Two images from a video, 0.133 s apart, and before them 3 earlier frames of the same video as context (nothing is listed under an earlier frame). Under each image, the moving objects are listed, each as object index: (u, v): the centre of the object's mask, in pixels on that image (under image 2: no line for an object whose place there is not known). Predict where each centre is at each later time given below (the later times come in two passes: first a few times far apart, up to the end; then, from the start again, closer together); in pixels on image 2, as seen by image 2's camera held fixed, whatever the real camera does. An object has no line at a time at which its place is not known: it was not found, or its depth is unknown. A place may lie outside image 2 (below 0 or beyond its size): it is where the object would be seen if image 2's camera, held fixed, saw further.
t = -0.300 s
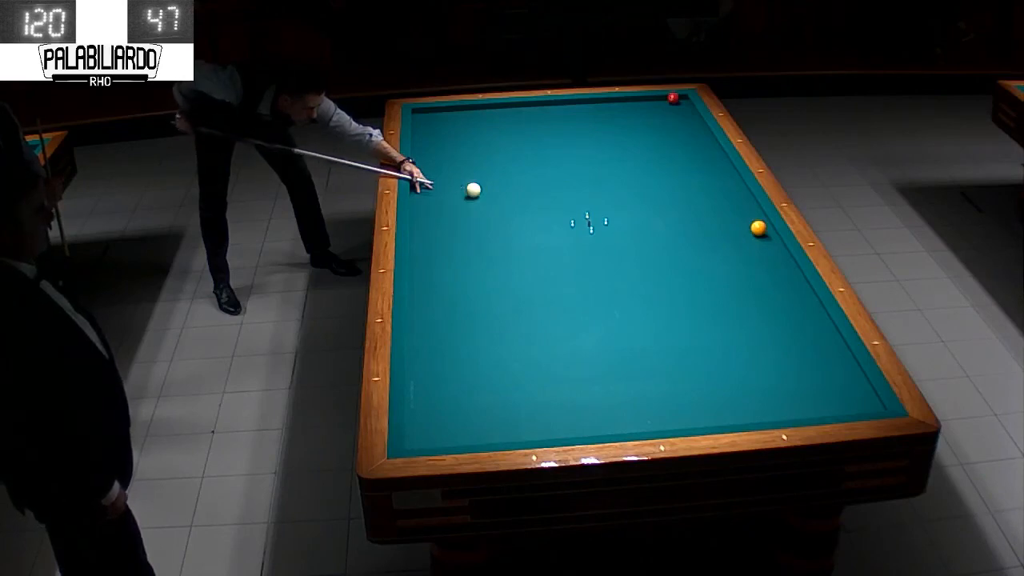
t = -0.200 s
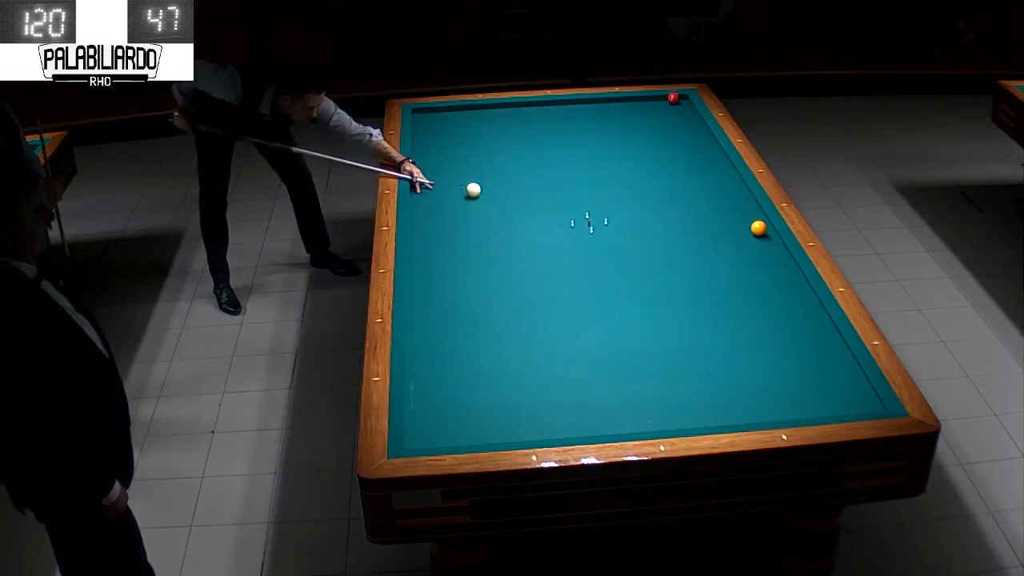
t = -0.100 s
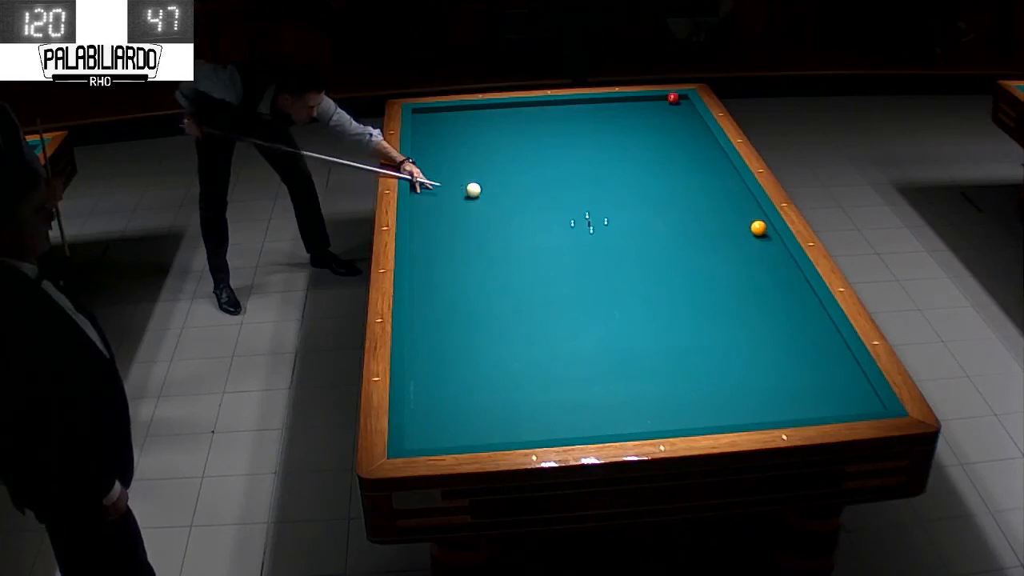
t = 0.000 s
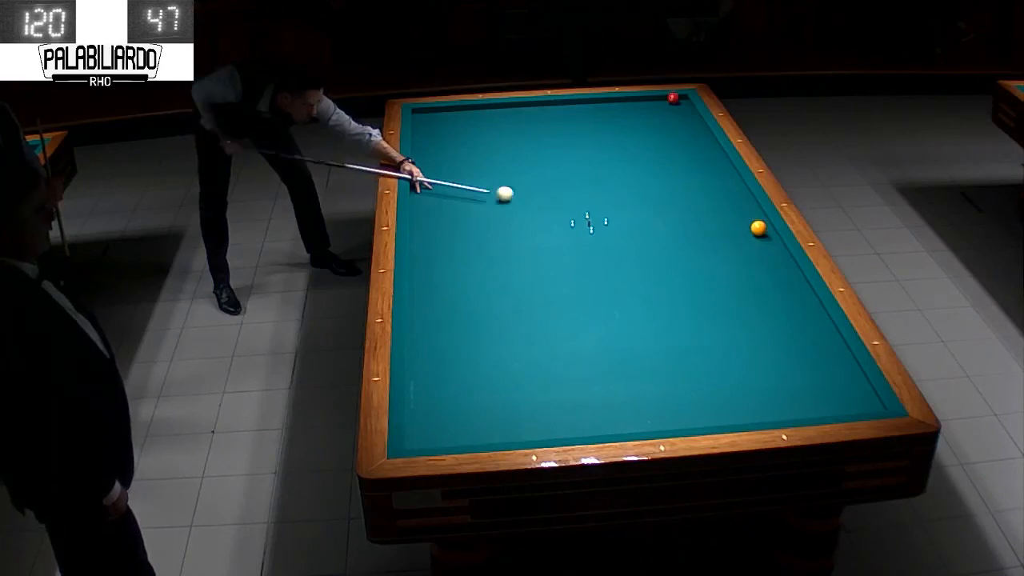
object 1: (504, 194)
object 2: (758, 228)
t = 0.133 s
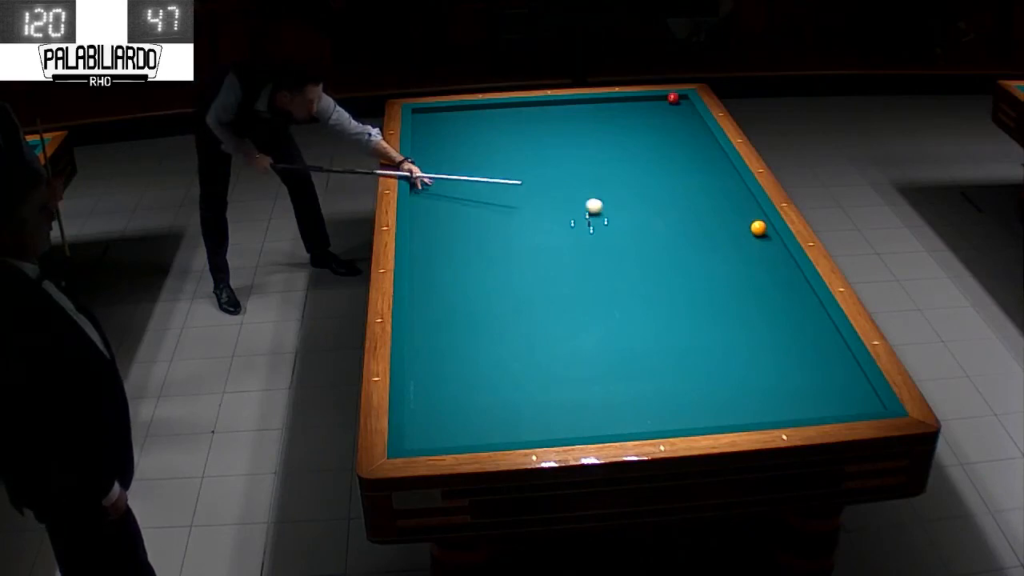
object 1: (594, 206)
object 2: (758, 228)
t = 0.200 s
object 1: (637, 212)
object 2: (758, 228)
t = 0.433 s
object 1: (748, 236)
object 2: (755, 226)
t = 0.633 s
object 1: (779, 262)
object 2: (688, 229)
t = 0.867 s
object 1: (797, 299)
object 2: (615, 230)
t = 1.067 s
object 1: (803, 337)
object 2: (553, 232)
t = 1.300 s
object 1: (811, 386)
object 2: (480, 234)
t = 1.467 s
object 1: (802, 406)
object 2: (430, 236)
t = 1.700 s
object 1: (745, 377)
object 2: (453, 233)
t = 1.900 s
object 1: (701, 357)
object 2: (488, 230)
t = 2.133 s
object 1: (654, 335)
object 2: (528, 226)
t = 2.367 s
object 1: (610, 315)
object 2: (566, 223)
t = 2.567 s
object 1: (574, 299)
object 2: (598, 220)
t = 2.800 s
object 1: (536, 281)
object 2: (635, 218)
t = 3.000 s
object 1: (505, 267)
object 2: (665, 215)
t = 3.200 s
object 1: (476, 254)
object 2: (695, 213)
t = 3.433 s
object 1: (444, 240)
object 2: (729, 211)
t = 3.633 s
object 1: (420, 228)
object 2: (756, 210)
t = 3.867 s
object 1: (430, 215)
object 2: (736, 210)
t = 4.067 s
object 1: (443, 204)
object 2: (720, 211)
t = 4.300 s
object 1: (457, 192)
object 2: (701, 212)
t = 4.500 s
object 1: (468, 182)
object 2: (686, 212)
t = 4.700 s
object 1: (479, 173)
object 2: (672, 213)
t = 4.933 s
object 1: (491, 164)
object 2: (655, 214)
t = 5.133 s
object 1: (501, 156)
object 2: (641, 215)
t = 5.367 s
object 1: (512, 147)
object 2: (626, 216)
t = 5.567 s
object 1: (521, 139)
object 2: (613, 216)
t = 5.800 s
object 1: (531, 132)
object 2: (598, 217)
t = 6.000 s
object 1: (538, 125)
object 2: (586, 218)
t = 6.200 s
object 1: (546, 119)
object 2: (575, 218)
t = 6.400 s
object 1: (553, 113)
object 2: (564, 219)
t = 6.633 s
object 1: (561, 107)
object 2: (551, 220)
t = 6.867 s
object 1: (569, 101)
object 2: (540, 221)
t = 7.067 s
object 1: (577, 104)
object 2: (530, 221)
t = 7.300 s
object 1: (586, 107)
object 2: (520, 222)
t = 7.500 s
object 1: (594, 109)
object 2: (511, 222)
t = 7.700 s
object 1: (602, 112)
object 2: (503, 223)
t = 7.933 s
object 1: (610, 115)
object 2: (494, 223)
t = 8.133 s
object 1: (617, 117)
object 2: (487, 224)
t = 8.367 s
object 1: (625, 120)
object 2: (479, 224)
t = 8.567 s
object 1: (632, 122)
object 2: (473, 225)
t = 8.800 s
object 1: (640, 124)
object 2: (466, 225)
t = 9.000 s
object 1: (646, 126)
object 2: (461, 226)
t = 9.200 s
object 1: (652, 129)
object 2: (456, 226)
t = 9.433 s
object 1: (659, 131)
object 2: (451, 226)
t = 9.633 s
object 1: (665, 133)
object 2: (447, 227)
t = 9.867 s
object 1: (671, 135)
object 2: (443, 227)
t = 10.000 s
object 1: (674, 136)
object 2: (442, 227)
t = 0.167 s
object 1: (615, 209)
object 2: (758, 228)
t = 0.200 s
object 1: (637, 212)
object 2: (758, 228)
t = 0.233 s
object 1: (658, 215)
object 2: (758, 228)
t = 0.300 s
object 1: (698, 222)
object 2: (758, 228)
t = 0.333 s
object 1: (718, 225)
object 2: (758, 228)
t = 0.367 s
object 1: (737, 228)
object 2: (758, 228)
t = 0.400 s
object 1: (745, 232)
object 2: (767, 227)
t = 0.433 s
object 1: (748, 236)
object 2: (755, 226)
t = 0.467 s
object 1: (752, 240)
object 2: (742, 227)
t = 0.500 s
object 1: (756, 245)
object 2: (731, 228)
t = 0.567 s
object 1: (766, 253)
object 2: (709, 228)
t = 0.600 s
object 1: (772, 258)
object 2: (699, 228)
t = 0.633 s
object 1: (779, 262)
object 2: (688, 229)
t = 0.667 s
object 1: (786, 267)
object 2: (678, 229)
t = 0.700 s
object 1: (793, 271)
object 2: (667, 229)
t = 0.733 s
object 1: (794, 277)
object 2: (657, 229)
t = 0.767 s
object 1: (795, 282)
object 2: (647, 230)
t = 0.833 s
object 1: (796, 294)
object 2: (626, 230)
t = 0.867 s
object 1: (797, 299)
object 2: (615, 230)
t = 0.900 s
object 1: (798, 305)
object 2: (605, 231)
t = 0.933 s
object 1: (799, 312)
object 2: (595, 231)
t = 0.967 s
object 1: (800, 318)
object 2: (584, 231)
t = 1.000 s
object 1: (801, 324)
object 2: (574, 232)
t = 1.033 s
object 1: (802, 330)
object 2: (563, 232)
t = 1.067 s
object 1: (803, 337)
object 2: (553, 232)
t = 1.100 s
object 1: (804, 344)
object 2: (542, 232)
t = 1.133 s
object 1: (805, 350)
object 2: (532, 233)
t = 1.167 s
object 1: (806, 357)
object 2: (522, 233)
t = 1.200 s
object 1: (807, 364)
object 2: (511, 233)
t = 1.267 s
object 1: (809, 379)
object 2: (490, 234)
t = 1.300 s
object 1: (811, 386)
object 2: (480, 234)
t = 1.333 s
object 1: (812, 394)
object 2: (470, 234)
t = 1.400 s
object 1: (814, 407)
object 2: (450, 235)
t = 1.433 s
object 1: (811, 410)
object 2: (439, 235)
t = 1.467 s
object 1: (802, 406)
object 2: (430, 236)
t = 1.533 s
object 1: (784, 396)
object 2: (419, 236)
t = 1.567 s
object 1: (776, 392)
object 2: (427, 235)
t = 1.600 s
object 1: (768, 388)
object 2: (434, 234)
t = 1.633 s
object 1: (760, 384)
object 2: (441, 234)
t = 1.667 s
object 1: (752, 381)
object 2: (447, 233)
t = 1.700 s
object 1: (745, 377)
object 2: (453, 233)
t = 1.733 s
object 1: (737, 374)
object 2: (459, 232)
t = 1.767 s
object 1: (730, 370)
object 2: (465, 232)
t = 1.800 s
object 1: (723, 367)
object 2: (471, 231)
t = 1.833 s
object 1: (716, 364)
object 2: (476, 231)
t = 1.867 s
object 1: (708, 360)
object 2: (482, 230)
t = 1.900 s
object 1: (701, 357)
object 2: (488, 230)
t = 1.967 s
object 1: (688, 351)
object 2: (499, 229)
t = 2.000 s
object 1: (681, 348)
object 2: (505, 228)
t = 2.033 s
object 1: (674, 344)
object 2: (511, 228)
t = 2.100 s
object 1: (661, 338)
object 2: (522, 227)
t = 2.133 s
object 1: (654, 335)
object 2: (528, 226)
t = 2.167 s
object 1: (648, 332)
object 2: (533, 226)
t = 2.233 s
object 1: (635, 327)
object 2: (544, 225)
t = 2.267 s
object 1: (628, 323)
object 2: (550, 224)
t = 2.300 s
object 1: (622, 321)
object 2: (555, 224)
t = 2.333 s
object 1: (616, 318)
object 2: (561, 223)
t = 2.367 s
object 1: (610, 315)
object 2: (566, 223)
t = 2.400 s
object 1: (604, 312)
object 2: (572, 222)
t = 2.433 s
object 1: (598, 309)
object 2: (577, 222)
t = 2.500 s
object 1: (586, 304)
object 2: (587, 221)
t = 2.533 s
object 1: (580, 301)
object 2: (593, 220)
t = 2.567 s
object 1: (574, 299)
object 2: (598, 220)
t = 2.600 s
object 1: (569, 296)
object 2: (604, 220)
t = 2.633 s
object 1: (563, 293)
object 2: (609, 220)
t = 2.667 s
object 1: (558, 291)
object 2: (614, 219)
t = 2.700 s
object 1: (552, 288)
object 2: (620, 219)
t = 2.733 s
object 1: (546, 286)
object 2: (624, 218)
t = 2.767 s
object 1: (541, 283)
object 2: (630, 218)
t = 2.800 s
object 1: (536, 281)
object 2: (635, 218)
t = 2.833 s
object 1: (530, 278)
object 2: (640, 217)
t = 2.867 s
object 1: (525, 276)
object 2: (645, 217)
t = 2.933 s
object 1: (515, 271)
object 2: (655, 216)
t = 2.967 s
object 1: (510, 269)
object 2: (660, 216)
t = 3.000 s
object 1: (505, 267)
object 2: (665, 215)
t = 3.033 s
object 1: (500, 264)
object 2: (670, 215)
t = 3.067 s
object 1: (495, 262)
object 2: (675, 215)
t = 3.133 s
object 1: (485, 258)
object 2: (685, 214)
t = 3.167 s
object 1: (481, 256)
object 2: (690, 214)
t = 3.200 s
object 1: (476, 254)
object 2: (695, 213)
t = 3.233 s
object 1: (471, 251)
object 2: (700, 213)
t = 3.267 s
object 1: (467, 249)
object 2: (705, 213)
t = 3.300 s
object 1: (462, 247)
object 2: (709, 213)
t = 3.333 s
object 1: (458, 245)
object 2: (714, 212)
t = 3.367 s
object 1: (453, 243)
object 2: (719, 212)
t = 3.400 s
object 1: (449, 241)
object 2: (724, 211)
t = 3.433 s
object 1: (444, 240)
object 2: (729, 211)
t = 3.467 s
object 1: (440, 238)
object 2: (733, 211)
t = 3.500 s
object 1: (436, 236)
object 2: (738, 211)
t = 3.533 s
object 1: (432, 234)
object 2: (742, 211)
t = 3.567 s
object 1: (428, 232)
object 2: (747, 210)
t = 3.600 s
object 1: (424, 230)
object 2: (752, 210)
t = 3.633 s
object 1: (420, 228)
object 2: (756, 210)
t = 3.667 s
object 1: (416, 226)
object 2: (753, 210)
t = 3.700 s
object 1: (418, 224)
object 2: (749, 210)
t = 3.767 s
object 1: (423, 220)
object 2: (744, 210)
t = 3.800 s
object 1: (425, 218)
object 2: (741, 210)
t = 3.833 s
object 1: (427, 217)
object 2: (739, 210)
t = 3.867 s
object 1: (430, 215)
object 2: (736, 210)
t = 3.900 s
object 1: (432, 213)
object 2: (733, 210)
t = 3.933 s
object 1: (434, 211)
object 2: (730, 210)
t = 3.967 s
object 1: (436, 209)
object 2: (728, 211)
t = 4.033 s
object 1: (440, 206)
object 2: (722, 211)
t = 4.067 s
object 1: (443, 204)
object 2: (720, 211)
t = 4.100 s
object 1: (445, 202)
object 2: (717, 211)
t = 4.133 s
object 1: (447, 201)
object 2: (714, 211)
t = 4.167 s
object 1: (449, 199)
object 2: (712, 211)
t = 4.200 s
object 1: (451, 197)
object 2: (709, 211)
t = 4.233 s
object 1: (453, 195)
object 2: (707, 211)
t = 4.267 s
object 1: (455, 194)
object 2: (704, 212)
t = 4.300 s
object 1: (457, 192)
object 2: (701, 212)
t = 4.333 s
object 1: (459, 190)
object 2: (699, 212)
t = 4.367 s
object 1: (461, 189)
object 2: (697, 212)
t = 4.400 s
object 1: (463, 187)
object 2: (694, 212)
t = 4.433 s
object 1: (465, 185)
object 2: (692, 212)
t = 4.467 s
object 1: (467, 184)
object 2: (689, 212)
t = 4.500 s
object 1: (468, 182)
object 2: (686, 212)
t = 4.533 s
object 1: (470, 181)
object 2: (684, 212)
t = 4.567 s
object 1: (472, 180)
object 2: (682, 213)
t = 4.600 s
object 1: (474, 178)
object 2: (679, 213)
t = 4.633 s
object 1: (476, 176)
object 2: (677, 213)
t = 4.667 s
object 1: (477, 175)
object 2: (674, 213)
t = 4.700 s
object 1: (479, 173)
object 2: (672, 213)
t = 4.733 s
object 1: (481, 172)
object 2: (669, 213)
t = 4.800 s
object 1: (485, 169)
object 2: (665, 213)
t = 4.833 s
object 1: (486, 168)
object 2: (662, 213)
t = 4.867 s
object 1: (488, 166)
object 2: (660, 214)
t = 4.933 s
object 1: (491, 164)
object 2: (655, 214)
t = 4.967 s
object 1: (493, 162)
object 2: (653, 214)
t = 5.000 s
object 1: (495, 161)
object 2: (651, 214)
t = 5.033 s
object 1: (496, 160)
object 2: (648, 215)
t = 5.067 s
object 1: (498, 158)
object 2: (646, 215)
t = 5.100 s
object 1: (499, 157)
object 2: (644, 215)
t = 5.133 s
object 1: (501, 156)
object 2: (641, 215)
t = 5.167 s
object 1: (503, 154)
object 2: (639, 215)
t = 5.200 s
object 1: (504, 153)
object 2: (637, 215)
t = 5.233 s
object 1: (506, 152)
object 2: (635, 215)
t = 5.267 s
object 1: (508, 150)
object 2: (632, 216)
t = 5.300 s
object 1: (509, 149)
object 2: (630, 215)
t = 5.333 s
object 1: (511, 148)
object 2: (628, 216)
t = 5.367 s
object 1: (512, 147)
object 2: (626, 216)
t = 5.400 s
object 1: (514, 146)
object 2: (624, 216)
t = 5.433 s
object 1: (515, 144)
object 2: (622, 216)
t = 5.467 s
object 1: (516, 143)
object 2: (620, 216)
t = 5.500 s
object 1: (518, 142)
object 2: (617, 216)
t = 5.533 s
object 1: (519, 141)
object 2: (615, 216)
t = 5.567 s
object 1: (521, 139)
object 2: (613, 216)
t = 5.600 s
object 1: (522, 138)
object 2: (611, 217)
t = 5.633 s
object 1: (524, 137)
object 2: (609, 217)
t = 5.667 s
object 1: (525, 136)
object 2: (607, 217)
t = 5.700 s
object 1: (527, 135)
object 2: (605, 217)
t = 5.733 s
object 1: (528, 134)
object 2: (602, 217)
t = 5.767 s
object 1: (529, 133)
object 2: (600, 217)
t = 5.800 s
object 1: (531, 132)
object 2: (598, 217)
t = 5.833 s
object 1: (532, 131)
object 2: (596, 217)
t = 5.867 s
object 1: (533, 130)
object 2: (594, 217)
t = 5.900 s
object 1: (535, 129)
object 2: (592, 217)
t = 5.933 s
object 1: (536, 127)
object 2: (590, 217)
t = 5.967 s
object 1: (537, 126)
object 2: (588, 218)
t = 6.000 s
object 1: (538, 125)
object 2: (586, 218)
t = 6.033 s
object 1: (540, 124)
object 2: (584, 218)
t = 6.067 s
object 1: (541, 123)
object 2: (583, 218)
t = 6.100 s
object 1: (542, 122)
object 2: (581, 218)
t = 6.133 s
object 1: (544, 121)
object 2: (578, 218)
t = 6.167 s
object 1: (545, 120)
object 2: (577, 218)
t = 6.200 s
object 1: (546, 119)
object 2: (575, 218)
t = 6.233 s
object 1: (547, 118)
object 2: (573, 219)
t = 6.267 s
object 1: (548, 117)
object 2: (571, 219)
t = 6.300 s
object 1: (550, 116)
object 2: (569, 219)
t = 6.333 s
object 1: (551, 115)
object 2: (567, 219)
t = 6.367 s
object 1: (552, 114)
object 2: (566, 219)
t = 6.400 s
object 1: (553, 113)
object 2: (564, 219)
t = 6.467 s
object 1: (556, 112)
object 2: (560, 219)
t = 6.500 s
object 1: (557, 111)
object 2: (559, 219)
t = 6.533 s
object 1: (558, 110)
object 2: (557, 219)
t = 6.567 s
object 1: (559, 109)
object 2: (555, 219)
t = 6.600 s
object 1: (560, 108)
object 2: (553, 220)
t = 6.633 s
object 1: (561, 107)
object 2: (551, 220)
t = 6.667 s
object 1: (562, 106)
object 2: (550, 220)
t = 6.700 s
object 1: (563, 105)
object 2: (548, 220)
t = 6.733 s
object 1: (565, 104)
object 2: (547, 220)
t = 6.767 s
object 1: (566, 104)
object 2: (545, 220)
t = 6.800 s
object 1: (567, 103)
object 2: (543, 220)
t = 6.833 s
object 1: (568, 102)
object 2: (541, 221)
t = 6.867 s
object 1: (569, 101)
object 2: (540, 221)
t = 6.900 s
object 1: (570, 101)
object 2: (538, 221)
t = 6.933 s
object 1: (572, 102)
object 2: (537, 221)
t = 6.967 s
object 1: (573, 102)
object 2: (535, 221)
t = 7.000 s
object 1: (574, 103)
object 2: (534, 221)
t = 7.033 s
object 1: (576, 103)
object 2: (532, 221)
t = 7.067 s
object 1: (577, 104)
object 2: (530, 221)
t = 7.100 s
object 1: (578, 104)
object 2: (528, 221)
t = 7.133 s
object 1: (579, 105)
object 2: (527, 221)
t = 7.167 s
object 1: (581, 105)
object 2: (525, 221)
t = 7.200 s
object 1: (582, 105)
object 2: (524, 221)
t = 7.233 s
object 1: (584, 106)
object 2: (523, 222)
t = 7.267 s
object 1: (585, 106)
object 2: (521, 222)
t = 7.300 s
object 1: (586, 107)
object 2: (520, 222)
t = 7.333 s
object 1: (587, 107)
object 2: (518, 222)
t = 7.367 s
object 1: (589, 107)
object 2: (517, 222)
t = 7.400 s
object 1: (590, 108)
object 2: (515, 222)
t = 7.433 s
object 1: (591, 108)
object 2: (514, 222)
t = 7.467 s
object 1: (592, 109)
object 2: (512, 222)
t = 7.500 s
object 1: (594, 109)
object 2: (511, 222)
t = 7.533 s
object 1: (595, 110)
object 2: (510, 222)
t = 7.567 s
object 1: (596, 110)
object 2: (508, 222)
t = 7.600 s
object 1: (598, 110)
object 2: (507, 222)
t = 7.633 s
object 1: (599, 111)
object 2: (506, 222)
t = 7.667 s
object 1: (600, 111)
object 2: (504, 222)
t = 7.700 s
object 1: (602, 112)
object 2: (503, 223)
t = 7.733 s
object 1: (603, 112)
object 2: (502, 223)
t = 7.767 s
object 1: (604, 112)
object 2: (500, 223)
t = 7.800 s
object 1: (605, 113)
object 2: (499, 223)
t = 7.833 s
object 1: (606, 113)
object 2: (498, 223)
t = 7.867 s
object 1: (608, 113)
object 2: (496, 223)
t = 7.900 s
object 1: (609, 114)
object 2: (495, 223)
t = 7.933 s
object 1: (610, 115)
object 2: (494, 223)
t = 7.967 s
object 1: (611, 115)
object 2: (493, 223)
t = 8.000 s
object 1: (613, 115)
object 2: (491, 223)
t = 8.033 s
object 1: (614, 116)
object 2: (490, 223)
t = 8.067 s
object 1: (615, 116)
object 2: (489, 223)
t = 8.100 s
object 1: (616, 116)
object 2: (488, 224)
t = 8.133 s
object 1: (617, 117)
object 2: (487, 224)
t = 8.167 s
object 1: (618, 117)
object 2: (485, 224)
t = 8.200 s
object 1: (620, 118)
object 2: (484, 224)
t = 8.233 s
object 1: (621, 118)
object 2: (483, 224)
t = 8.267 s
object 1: (622, 119)
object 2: (482, 224)
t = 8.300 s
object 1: (623, 119)
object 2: (481, 224)
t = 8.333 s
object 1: (624, 119)
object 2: (480, 224)
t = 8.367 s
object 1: (625, 120)
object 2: (479, 224)
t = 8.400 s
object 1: (627, 120)
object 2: (478, 224)
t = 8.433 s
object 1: (627, 120)
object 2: (477, 224)
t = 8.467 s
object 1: (629, 121)
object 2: (476, 224)
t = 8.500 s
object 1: (630, 121)
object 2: (475, 225)
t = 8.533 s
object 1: (631, 122)
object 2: (474, 225)
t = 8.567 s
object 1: (632, 122)
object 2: (473, 225)
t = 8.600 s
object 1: (633, 122)
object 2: (472, 225)
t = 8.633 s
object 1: (634, 123)
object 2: (471, 225)
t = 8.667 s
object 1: (635, 123)
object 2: (470, 225)
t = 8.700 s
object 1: (636, 123)
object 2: (469, 225)
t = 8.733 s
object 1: (638, 124)
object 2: (468, 225)
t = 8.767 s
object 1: (639, 124)
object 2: (467, 225)
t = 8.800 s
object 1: (640, 124)
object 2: (466, 225)
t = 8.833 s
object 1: (641, 125)
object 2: (465, 225)
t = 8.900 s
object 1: (643, 126)
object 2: (464, 225)
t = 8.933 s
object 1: (644, 126)
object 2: (463, 226)
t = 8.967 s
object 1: (645, 126)
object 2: (462, 226)
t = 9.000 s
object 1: (646, 126)
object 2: (461, 226)
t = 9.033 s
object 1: (647, 127)
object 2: (460, 226)
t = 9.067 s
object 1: (648, 127)
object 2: (459, 226)
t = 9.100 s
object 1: (649, 128)
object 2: (458, 226)
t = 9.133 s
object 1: (650, 128)
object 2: (458, 226)
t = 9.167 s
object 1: (651, 128)
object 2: (457, 226)
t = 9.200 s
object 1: (652, 129)
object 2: (456, 226)
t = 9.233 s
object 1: (653, 129)
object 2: (455, 226)
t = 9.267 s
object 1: (654, 129)
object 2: (455, 226)
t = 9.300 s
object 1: (655, 129)
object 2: (454, 226)
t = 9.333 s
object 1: (656, 130)
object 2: (453, 226)
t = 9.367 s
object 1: (657, 130)
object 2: (452, 226)
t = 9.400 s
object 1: (658, 130)
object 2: (452, 226)
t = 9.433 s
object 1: (659, 131)
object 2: (451, 226)
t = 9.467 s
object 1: (660, 131)
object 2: (450, 226)
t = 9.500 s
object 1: (661, 131)
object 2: (450, 226)
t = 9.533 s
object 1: (662, 132)
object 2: (449, 227)
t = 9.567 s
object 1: (662, 132)
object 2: (448, 227)
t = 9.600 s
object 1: (664, 132)
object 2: (448, 227)
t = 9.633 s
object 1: (665, 133)
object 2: (447, 227)
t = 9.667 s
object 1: (665, 133)
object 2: (447, 227)
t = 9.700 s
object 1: (666, 133)
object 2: (446, 227)
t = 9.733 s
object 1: (667, 133)
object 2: (446, 227)
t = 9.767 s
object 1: (668, 134)
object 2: (445, 227)
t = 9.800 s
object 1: (669, 134)
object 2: (444, 227)
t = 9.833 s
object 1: (670, 134)
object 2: (444, 227)
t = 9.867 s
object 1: (671, 135)
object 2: (443, 227)
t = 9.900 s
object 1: (672, 135)
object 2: (443, 227)
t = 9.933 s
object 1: (672, 135)
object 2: (442, 227)
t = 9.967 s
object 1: (673, 136)
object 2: (442, 227)
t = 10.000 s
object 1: (674, 136)
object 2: (442, 227)
